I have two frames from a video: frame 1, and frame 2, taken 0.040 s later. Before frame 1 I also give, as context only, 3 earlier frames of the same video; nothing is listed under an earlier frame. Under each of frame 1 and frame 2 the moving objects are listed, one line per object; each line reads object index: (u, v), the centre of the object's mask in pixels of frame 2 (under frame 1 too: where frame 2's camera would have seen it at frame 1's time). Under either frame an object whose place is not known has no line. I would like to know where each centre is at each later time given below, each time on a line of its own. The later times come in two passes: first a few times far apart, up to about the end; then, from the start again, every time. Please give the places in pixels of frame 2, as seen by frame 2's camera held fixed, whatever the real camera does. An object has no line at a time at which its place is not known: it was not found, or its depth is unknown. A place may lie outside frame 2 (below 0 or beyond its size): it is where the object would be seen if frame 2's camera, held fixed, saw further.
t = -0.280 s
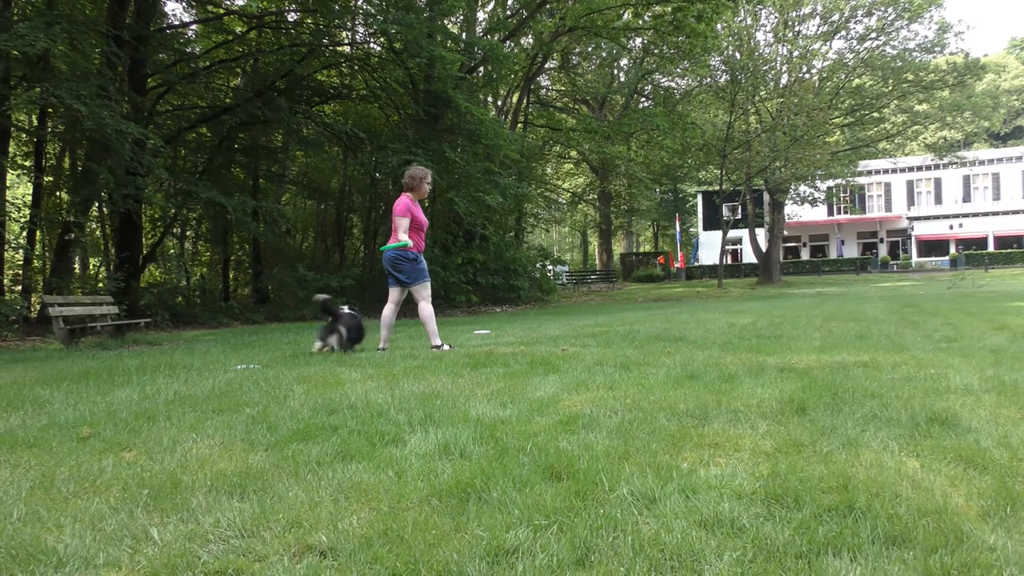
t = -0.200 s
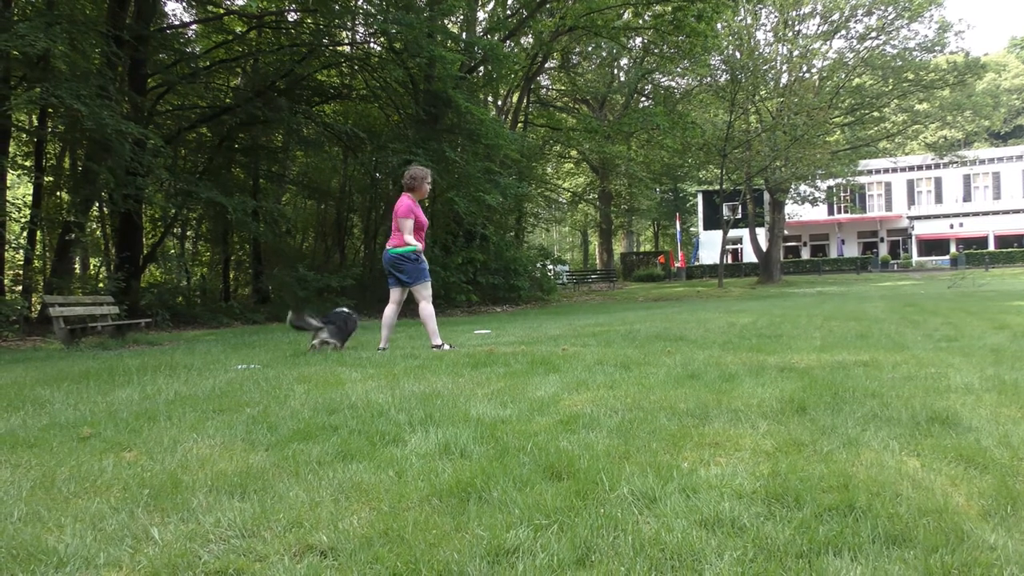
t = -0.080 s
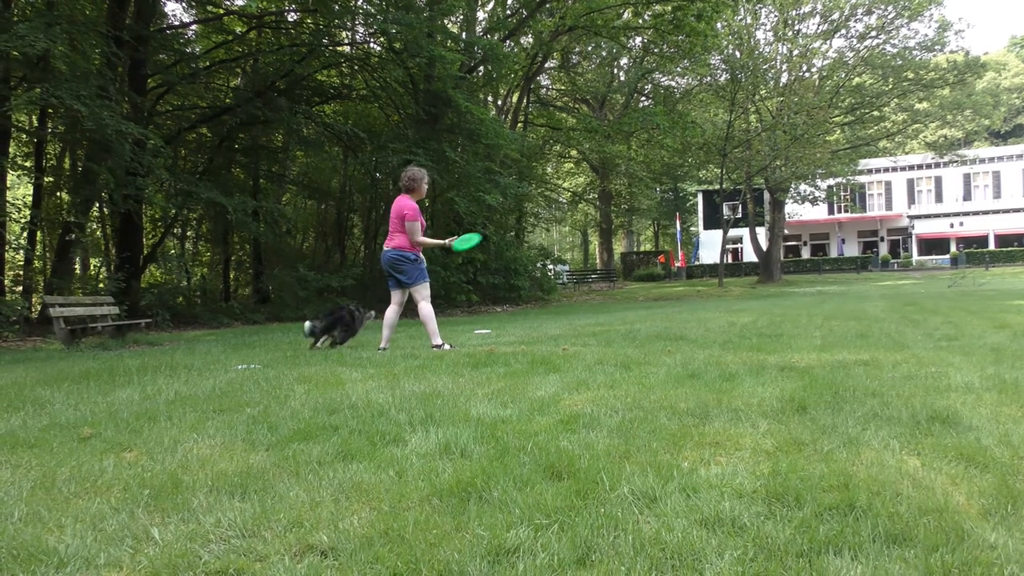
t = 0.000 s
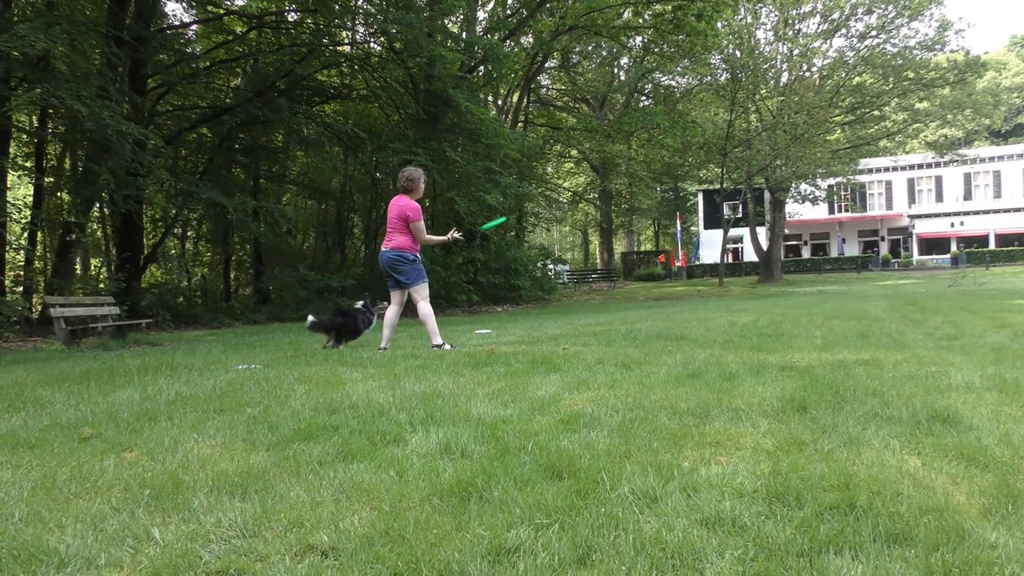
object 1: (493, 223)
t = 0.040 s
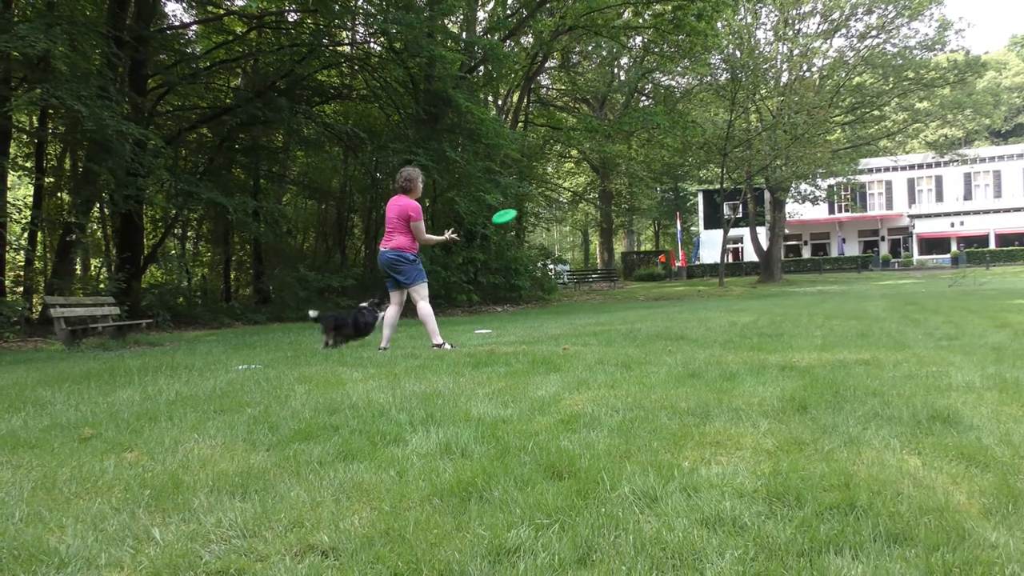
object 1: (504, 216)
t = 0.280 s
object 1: (547, 190)
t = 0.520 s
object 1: (568, 184)
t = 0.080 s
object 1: (513, 209)
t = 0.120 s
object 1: (522, 204)
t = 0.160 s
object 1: (529, 199)
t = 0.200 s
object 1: (536, 195)
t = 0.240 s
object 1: (542, 192)
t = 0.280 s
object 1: (547, 190)
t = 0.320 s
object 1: (552, 188)
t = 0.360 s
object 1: (557, 186)
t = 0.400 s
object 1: (559, 185)
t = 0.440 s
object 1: (564, 184)
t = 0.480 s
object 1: (566, 184)
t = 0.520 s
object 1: (568, 184)
